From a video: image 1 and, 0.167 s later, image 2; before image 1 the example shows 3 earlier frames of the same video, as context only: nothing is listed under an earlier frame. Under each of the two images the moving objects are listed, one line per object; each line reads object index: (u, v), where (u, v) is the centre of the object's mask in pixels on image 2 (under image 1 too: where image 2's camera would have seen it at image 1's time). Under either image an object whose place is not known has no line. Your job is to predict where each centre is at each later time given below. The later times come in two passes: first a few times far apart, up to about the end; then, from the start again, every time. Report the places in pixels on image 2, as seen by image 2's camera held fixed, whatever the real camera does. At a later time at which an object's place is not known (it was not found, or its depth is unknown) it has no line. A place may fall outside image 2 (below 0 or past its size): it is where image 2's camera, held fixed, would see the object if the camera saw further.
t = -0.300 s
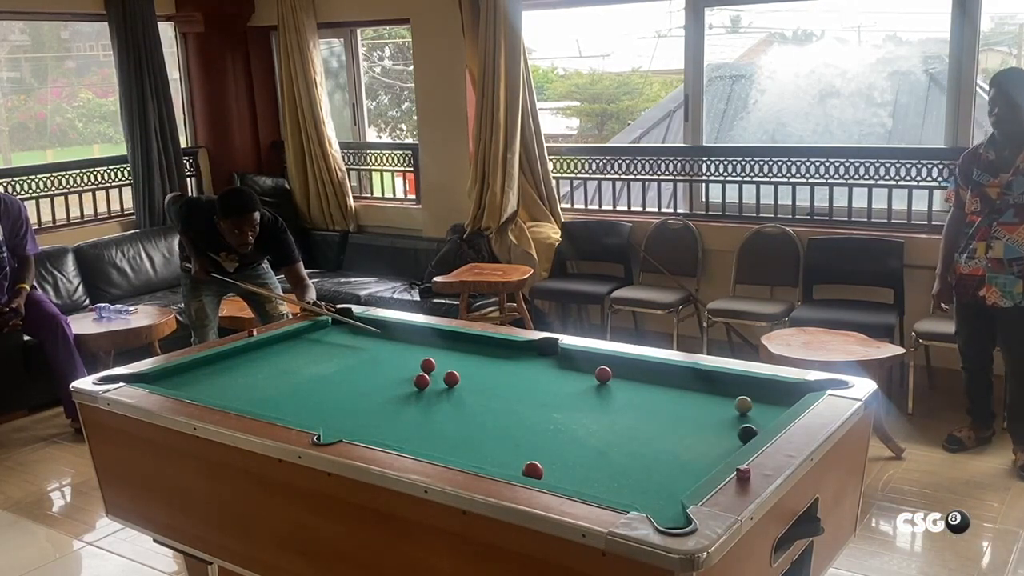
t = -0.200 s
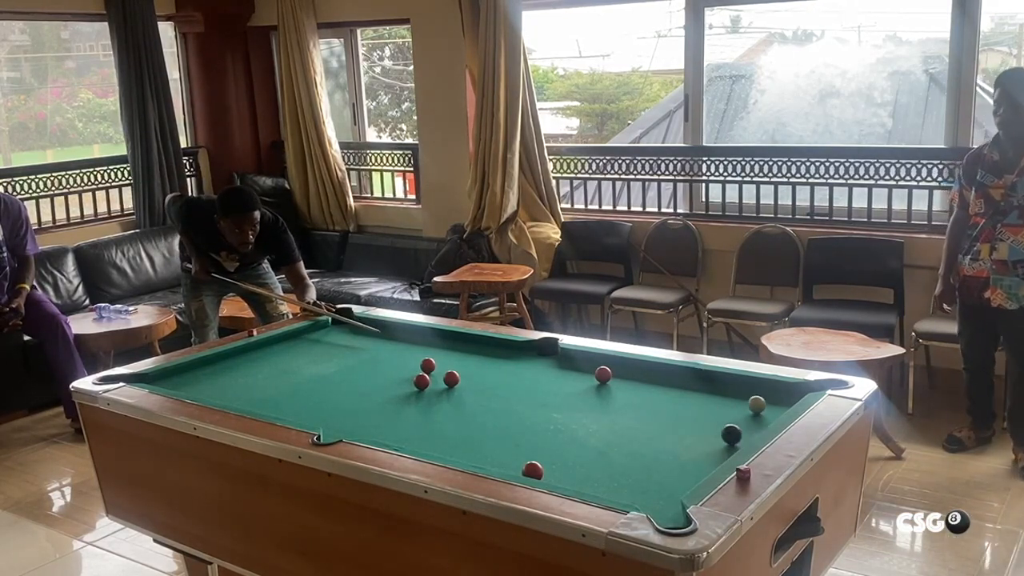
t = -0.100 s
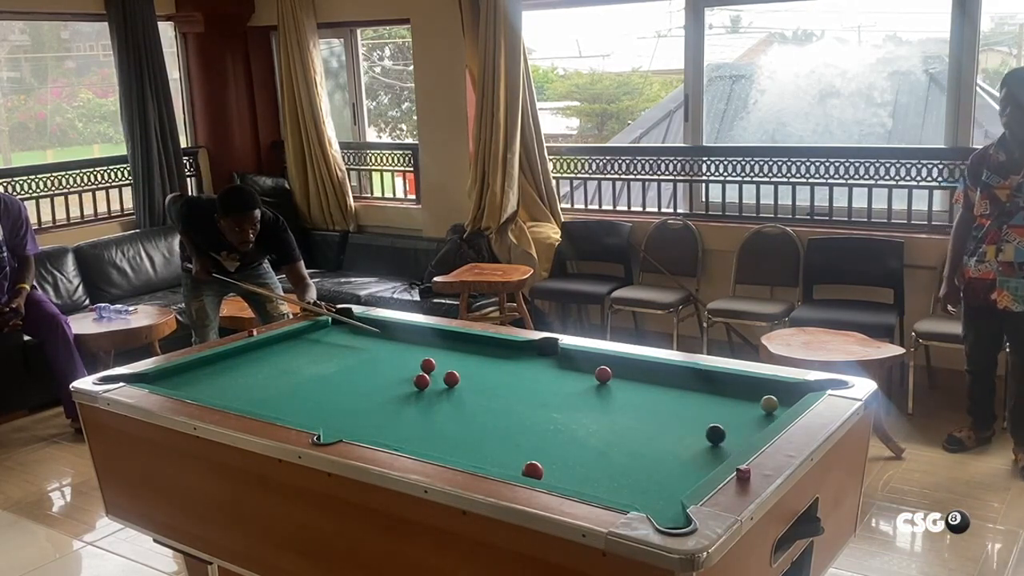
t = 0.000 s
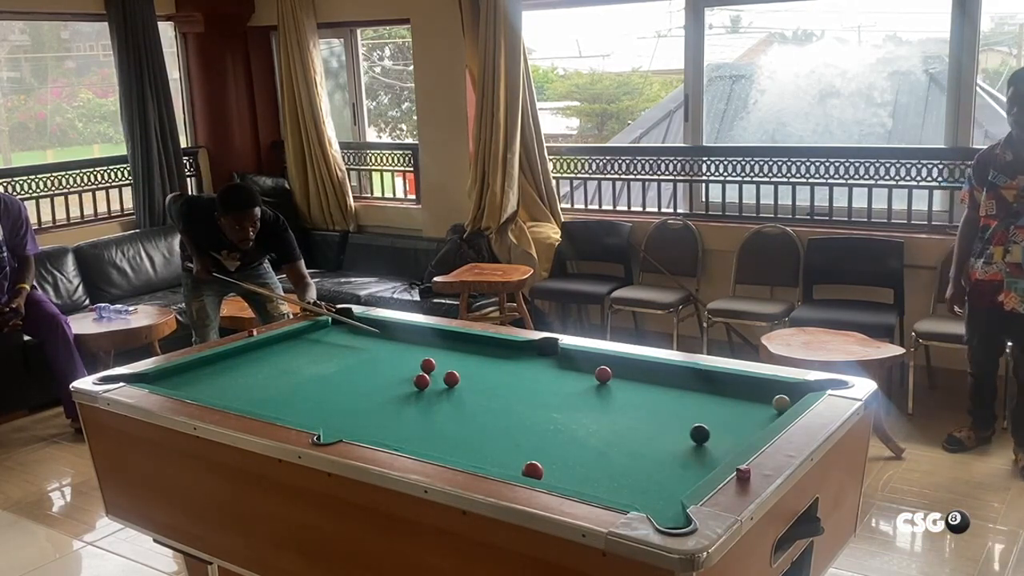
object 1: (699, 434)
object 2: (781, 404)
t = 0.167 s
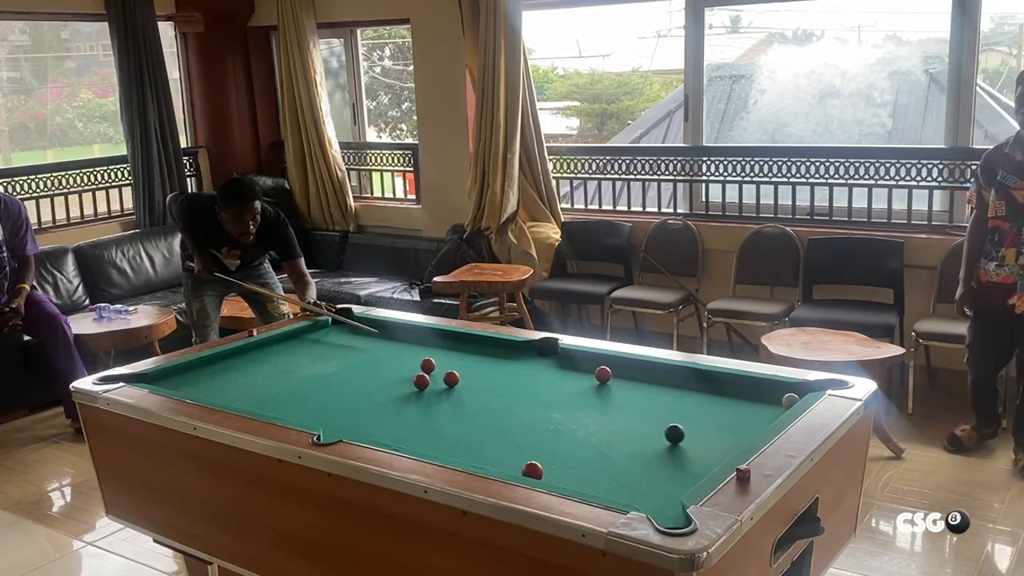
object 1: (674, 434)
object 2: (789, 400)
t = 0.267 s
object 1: (660, 433)
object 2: (786, 400)
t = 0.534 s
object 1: (624, 433)
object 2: (775, 396)
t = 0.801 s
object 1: (591, 434)
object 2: (764, 392)
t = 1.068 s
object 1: (560, 434)
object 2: (756, 389)
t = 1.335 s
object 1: (533, 434)
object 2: (748, 387)
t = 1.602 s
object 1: (508, 434)
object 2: (742, 385)
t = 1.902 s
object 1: (483, 435)
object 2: (737, 385)
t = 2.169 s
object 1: (463, 436)
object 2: (734, 384)
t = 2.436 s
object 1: (446, 437)
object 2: (734, 384)
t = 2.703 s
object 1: (431, 438)
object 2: (734, 384)
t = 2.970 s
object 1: (419, 439)
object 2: (734, 384)
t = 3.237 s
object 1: (410, 439)
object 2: (734, 384)
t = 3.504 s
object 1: (404, 439)
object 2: (734, 384)
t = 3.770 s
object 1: (400, 439)
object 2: (734, 384)
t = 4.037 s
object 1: (401, 439)
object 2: (734, 384)
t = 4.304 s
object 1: (401, 439)
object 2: (734, 384)
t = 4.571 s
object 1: (401, 439)
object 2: (734, 384)
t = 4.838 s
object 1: (401, 439)
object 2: (734, 384)
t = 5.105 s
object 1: (401, 439)
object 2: (734, 384)
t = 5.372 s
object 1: (401, 439)
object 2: (734, 384)
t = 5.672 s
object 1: (401, 439)
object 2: (734, 384)
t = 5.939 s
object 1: (401, 439)
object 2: (734, 384)
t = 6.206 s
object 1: (401, 439)
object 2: (734, 384)
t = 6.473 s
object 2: (734, 384)
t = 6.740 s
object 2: (734, 384)
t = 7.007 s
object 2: (734, 384)
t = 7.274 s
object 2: (734, 384)
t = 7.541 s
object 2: (734, 384)
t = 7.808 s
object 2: (734, 384)
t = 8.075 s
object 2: (734, 384)
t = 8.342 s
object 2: (734, 384)
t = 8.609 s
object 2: (734, 384)
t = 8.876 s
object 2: (734, 384)
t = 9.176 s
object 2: (734, 384)
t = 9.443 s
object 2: (734, 384)
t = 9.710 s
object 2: (734, 384)
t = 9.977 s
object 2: (734, 384)
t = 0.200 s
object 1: (669, 434)
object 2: (788, 400)
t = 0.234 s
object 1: (665, 434)
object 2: (787, 400)
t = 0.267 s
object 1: (660, 433)
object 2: (786, 400)
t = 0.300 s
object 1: (655, 433)
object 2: (784, 400)
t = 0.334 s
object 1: (651, 433)
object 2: (783, 399)
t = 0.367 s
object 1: (646, 433)
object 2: (782, 399)
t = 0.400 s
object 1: (642, 433)
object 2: (781, 398)
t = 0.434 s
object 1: (637, 433)
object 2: (779, 397)
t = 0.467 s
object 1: (632, 433)
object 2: (777, 397)
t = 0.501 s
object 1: (628, 433)
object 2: (776, 396)
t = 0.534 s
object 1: (624, 433)
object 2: (775, 396)
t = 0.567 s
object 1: (620, 433)
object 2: (773, 395)
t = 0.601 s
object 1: (615, 433)
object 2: (772, 395)
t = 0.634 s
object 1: (611, 433)
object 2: (771, 394)
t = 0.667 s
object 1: (607, 433)
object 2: (769, 394)
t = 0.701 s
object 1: (603, 433)
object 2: (768, 393)
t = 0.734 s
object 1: (599, 434)
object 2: (767, 393)
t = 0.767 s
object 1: (595, 434)
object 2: (765, 392)
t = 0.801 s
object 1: (591, 434)
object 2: (764, 392)
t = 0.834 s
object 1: (587, 434)
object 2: (763, 392)
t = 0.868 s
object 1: (583, 433)
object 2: (762, 392)
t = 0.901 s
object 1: (579, 434)
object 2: (761, 391)
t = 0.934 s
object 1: (575, 433)
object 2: (760, 391)
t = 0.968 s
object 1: (571, 434)
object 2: (759, 390)
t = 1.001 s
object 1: (568, 434)
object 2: (757, 390)
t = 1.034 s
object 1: (564, 433)
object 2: (757, 390)
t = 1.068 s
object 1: (560, 434)
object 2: (756, 389)
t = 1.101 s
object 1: (557, 434)
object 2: (754, 389)
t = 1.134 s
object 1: (553, 434)
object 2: (753, 389)
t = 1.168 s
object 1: (550, 434)
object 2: (752, 388)
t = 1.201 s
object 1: (546, 434)
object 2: (751, 388)
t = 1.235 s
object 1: (543, 434)
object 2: (750, 388)
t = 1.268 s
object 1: (539, 434)
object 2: (750, 387)
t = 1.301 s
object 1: (536, 434)
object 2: (749, 387)
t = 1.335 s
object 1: (533, 434)
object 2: (748, 387)
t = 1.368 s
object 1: (530, 434)
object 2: (747, 387)
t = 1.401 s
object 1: (527, 434)
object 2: (746, 387)
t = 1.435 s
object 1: (523, 434)
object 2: (745, 386)
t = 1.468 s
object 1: (520, 434)
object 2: (745, 386)
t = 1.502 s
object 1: (517, 434)
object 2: (744, 386)
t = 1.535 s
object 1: (514, 434)
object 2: (743, 386)
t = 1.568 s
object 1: (511, 434)
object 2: (742, 385)
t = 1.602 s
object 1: (508, 434)
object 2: (742, 385)
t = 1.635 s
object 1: (505, 434)
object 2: (741, 385)
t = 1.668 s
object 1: (502, 434)
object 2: (740, 385)
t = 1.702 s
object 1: (499, 434)
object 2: (740, 385)
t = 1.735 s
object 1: (496, 434)
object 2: (739, 385)
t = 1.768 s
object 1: (494, 434)
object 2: (739, 385)
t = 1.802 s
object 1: (491, 435)
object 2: (738, 385)
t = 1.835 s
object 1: (488, 435)
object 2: (738, 385)
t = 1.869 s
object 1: (485, 435)
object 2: (737, 385)
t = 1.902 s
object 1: (483, 435)
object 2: (737, 385)
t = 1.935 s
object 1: (480, 435)
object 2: (736, 385)
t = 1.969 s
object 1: (478, 435)
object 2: (736, 385)
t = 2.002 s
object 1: (475, 435)
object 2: (735, 384)
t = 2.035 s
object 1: (473, 435)
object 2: (735, 385)
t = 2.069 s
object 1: (470, 435)
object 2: (735, 384)
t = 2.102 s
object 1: (468, 435)
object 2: (735, 384)
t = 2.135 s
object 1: (466, 435)
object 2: (734, 384)
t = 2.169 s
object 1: (463, 436)
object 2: (734, 384)
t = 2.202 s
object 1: (461, 436)
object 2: (734, 385)
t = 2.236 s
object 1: (459, 436)
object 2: (734, 384)
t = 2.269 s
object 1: (457, 436)
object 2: (734, 384)
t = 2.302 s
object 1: (455, 436)
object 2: (733, 384)
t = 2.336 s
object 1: (452, 436)
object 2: (733, 384)
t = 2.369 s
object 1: (450, 436)
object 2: (733, 384)
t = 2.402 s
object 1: (448, 437)
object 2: (733, 385)
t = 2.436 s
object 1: (446, 437)
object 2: (734, 384)
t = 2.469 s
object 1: (444, 437)
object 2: (734, 385)
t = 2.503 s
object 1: (442, 437)
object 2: (734, 384)
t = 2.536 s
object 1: (440, 437)
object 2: (734, 384)
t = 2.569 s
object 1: (439, 437)
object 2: (734, 384)
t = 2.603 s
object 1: (437, 437)
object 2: (734, 384)
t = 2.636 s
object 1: (435, 437)
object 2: (734, 385)
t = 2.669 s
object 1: (433, 437)
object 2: (734, 385)
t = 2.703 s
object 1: (431, 438)
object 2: (734, 384)
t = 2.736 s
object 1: (430, 438)
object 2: (734, 384)
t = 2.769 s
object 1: (428, 438)
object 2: (734, 384)
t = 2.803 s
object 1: (427, 438)
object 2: (734, 385)
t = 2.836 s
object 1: (425, 438)
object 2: (734, 384)
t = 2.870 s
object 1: (424, 438)
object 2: (734, 384)
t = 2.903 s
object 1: (422, 438)
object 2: (734, 384)
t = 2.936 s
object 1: (421, 438)
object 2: (734, 384)
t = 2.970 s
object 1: (419, 439)
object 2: (734, 384)
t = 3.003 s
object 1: (418, 439)
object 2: (734, 384)
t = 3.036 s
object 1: (417, 439)
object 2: (734, 384)
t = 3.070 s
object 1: (416, 439)
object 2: (734, 384)
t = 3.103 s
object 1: (414, 439)
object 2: (734, 384)
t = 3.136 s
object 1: (413, 439)
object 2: (734, 384)
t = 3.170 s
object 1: (412, 439)
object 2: (734, 384)
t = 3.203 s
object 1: (411, 439)
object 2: (734, 384)
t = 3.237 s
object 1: (410, 439)
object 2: (734, 384)
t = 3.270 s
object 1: (409, 439)
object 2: (734, 384)
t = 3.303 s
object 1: (408, 439)
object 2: (734, 384)
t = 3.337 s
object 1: (407, 439)
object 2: (734, 384)
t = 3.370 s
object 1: (406, 439)
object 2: (734, 384)
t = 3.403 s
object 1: (406, 439)
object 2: (734, 384)
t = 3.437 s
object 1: (405, 439)
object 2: (734, 384)
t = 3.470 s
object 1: (404, 439)
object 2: (734, 384)
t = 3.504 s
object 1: (404, 439)
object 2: (734, 384)
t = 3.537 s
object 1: (403, 439)
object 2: (734, 384)
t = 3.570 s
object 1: (402, 439)
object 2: (734, 384)
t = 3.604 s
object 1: (402, 439)
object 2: (734, 384)
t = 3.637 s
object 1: (401, 439)
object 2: (734, 384)
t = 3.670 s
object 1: (401, 439)
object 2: (734, 384)
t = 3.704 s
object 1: (401, 439)
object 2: (734, 384)
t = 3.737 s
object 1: (400, 439)
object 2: (734, 384)
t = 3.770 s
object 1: (400, 439)
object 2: (734, 384)
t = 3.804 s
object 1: (400, 439)
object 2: (734, 384)
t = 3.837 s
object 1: (400, 439)
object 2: (734, 384)
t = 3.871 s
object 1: (400, 439)
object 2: (734, 384)
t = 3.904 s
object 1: (400, 439)
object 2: (734, 384)
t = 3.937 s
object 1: (400, 440)
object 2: (734, 384)
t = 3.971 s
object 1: (400, 440)
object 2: (734, 384)
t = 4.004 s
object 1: (401, 439)
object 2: (734, 384)
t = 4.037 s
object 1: (401, 439)
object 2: (734, 384)
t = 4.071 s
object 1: (401, 439)
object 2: (734, 384)
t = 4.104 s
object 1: (401, 440)
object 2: (734, 384)
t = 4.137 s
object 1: (401, 439)
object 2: (734, 384)
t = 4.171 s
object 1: (401, 439)
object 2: (734, 384)
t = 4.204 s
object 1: (401, 439)
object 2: (734, 384)
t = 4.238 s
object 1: (401, 439)
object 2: (734, 384)
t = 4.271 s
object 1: (401, 439)
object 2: (734, 384)
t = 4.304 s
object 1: (401, 439)
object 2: (734, 384)
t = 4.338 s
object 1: (401, 439)
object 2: (734, 384)
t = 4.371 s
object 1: (401, 439)
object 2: (734, 384)
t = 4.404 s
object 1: (401, 439)
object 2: (734, 384)
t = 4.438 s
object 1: (401, 439)
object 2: (734, 384)
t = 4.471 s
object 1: (401, 439)
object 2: (734, 384)
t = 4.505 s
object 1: (401, 439)
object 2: (734, 384)
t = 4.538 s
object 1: (401, 439)
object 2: (734, 384)
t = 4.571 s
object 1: (401, 439)
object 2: (734, 384)
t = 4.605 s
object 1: (401, 439)
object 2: (734, 384)
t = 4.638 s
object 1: (401, 439)
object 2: (734, 384)
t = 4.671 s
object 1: (401, 439)
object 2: (734, 384)
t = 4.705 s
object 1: (401, 439)
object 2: (734, 384)
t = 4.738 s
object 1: (401, 439)
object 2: (734, 384)
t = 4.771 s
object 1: (401, 439)
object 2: (734, 384)
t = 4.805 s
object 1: (401, 439)
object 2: (734, 384)
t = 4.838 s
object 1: (401, 439)
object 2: (734, 384)
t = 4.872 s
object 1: (401, 439)
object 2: (734, 384)
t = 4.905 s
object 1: (401, 439)
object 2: (734, 384)
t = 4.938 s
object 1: (401, 439)
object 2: (734, 384)
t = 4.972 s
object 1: (401, 439)
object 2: (734, 384)
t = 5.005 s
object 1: (401, 439)
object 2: (734, 384)
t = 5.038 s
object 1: (401, 439)
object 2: (734, 384)
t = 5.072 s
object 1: (401, 439)
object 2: (734, 384)
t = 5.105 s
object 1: (401, 439)
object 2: (734, 384)
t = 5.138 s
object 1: (401, 439)
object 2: (734, 384)
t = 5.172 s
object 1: (401, 439)
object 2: (734, 384)
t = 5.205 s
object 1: (401, 439)
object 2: (734, 384)
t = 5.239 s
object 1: (401, 439)
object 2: (734, 384)
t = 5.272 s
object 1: (401, 439)
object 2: (734, 384)
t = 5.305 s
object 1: (401, 439)
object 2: (734, 385)
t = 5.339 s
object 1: (401, 439)
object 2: (734, 384)
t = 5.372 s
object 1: (401, 439)
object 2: (734, 384)
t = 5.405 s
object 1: (401, 439)
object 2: (734, 384)
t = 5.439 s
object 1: (401, 439)
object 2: (734, 384)
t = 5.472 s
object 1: (401, 439)
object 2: (734, 384)
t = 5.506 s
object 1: (401, 439)
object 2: (734, 384)
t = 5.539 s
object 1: (401, 439)
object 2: (734, 384)
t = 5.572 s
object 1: (401, 439)
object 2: (734, 384)
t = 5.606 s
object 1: (401, 439)
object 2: (734, 384)
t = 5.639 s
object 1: (401, 439)
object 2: (734, 384)
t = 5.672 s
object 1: (401, 439)
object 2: (734, 384)
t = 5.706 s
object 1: (401, 439)
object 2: (734, 384)
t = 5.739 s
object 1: (401, 439)
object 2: (734, 384)
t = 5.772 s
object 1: (401, 439)
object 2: (734, 384)
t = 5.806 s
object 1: (401, 439)
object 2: (734, 384)
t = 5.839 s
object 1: (401, 439)
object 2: (734, 384)
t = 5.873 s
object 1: (401, 439)
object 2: (734, 384)
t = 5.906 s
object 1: (401, 439)
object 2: (734, 384)
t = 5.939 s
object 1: (401, 439)
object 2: (734, 384)
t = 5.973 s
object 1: (401, 439)
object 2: (734, 384)
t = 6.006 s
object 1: (401, 439)
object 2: (734, 384)
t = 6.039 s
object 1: (401, 439)
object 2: (734, 384)
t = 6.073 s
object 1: (401, 439)
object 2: (734, 384)
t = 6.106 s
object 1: (401, 439)
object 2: (734, 384)
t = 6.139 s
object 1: (401, 439)
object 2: (734, 384)
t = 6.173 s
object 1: (401, 439)
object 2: (734, 384)
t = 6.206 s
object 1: (401, 439)
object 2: (734, 384)
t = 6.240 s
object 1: (401, 439)
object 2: (734, 384)
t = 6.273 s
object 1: (401, 439)
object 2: (734, 384)
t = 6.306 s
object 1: (401, 439)
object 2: (734, 384)
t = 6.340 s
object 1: (401, 439)
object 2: (734, 384)
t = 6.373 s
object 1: (401, 439)
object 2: (734, 384)
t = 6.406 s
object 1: (401, 439)
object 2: (734, 384)
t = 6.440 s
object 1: (401, 439)
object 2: (734, 384)
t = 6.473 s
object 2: (734, 384)
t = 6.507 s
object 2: (734, 384)
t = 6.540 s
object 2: (734, 384)
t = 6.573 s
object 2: (734, 384)
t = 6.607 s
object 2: (734, 384)
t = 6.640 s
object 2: (734, 384)
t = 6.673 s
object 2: (734, 384)
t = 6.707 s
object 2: (734, 384)
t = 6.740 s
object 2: (734, 384)
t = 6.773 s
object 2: (734, 384)
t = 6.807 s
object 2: (734, 384)
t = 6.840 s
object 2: (734, 384)
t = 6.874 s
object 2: (734, 384)
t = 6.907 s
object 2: (734, 384)
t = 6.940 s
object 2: (734, 384)
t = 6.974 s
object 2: (734, 384)
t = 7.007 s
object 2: (734, 384)
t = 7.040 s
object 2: (734, 384)
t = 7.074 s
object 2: (734, 384)
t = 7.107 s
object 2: (734, 384)
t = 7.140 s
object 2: (734, 384)
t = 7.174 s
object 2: (734, 384)
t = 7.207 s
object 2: (734, 384)
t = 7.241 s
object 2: (734, 384)
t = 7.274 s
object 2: (734, 384)
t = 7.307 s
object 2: (734, 384)
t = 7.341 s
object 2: (734, 384)
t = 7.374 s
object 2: (734, 384)
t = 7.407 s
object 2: (734, 384)
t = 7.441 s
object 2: (734, 384)
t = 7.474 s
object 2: (734, 384)
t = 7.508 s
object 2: (734, 384)
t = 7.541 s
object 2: (734, 384)
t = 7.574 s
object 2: (734, 384)
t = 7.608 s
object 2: (734, 384)
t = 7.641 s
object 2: (734, 384)
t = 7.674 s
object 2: (734, 384)
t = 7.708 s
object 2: (734, 384)
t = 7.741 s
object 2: (734, 384)
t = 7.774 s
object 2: (734, 384)
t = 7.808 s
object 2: (734, 384)
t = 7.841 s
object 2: (734, 384)
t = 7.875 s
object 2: (734, 384)
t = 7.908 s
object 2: (734, 384)
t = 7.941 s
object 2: (734, 384)
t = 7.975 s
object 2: (734, 384)
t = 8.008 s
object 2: (734, 384)
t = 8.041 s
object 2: (734, 384)
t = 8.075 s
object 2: (734, 384)
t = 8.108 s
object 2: (734, 384)
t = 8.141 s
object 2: (734, 384)
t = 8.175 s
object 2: (734, 384)
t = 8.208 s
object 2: (734, 384)
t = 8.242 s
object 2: (734, 384)
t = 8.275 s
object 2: (734, 384)
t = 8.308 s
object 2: (734, 384)
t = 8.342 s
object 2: (734, 384)
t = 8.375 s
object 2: (734, 384)
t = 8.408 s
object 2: (734, 384)
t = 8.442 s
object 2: (734, 384)
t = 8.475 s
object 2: (734, 384)
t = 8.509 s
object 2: (734, 384)
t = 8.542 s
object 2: (734, 384)
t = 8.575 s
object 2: (734, 384)
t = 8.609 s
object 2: (734, 384)
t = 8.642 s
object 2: (734, 384)
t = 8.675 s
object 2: (734, 384)
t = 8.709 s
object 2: (734, 384)
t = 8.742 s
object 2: (734, 384)
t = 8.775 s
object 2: (734, 384)
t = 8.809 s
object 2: (734, 384)
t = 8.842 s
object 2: (734, 384)
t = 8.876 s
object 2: (734, 384)
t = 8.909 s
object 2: (734, 384)
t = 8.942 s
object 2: (734, 384)
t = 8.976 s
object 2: (734, 384)
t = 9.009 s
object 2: (734, 384)
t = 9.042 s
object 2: (734, 384)
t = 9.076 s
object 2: (734, 384)
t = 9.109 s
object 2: (734, 384)
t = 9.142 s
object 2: (734, 384)
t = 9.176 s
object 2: (734, 384)
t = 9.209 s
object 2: (734, 384)
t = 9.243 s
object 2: (734, 384)
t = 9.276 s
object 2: (734, 384)
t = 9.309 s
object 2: (734, 384)
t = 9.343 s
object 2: (734, 384)
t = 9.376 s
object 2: (734, 384)
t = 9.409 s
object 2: (734, 384)
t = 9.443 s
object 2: (734, 384)
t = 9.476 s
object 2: (734, 384)
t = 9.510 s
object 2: (734, 384)
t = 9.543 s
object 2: (734, 384)
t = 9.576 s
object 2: (734, 384)
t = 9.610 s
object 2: (734, 384)
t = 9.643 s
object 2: (734, 384)
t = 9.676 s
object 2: (734, 384)
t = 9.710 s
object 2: (734, 384)
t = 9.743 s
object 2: (734, 384)
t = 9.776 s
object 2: (734, 384)
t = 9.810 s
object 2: (734, 384)
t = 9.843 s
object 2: (734, 384)
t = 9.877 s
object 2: (734, 384)
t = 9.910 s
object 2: (734, 384)
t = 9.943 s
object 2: (734, 384)
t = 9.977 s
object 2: (734, 384)
